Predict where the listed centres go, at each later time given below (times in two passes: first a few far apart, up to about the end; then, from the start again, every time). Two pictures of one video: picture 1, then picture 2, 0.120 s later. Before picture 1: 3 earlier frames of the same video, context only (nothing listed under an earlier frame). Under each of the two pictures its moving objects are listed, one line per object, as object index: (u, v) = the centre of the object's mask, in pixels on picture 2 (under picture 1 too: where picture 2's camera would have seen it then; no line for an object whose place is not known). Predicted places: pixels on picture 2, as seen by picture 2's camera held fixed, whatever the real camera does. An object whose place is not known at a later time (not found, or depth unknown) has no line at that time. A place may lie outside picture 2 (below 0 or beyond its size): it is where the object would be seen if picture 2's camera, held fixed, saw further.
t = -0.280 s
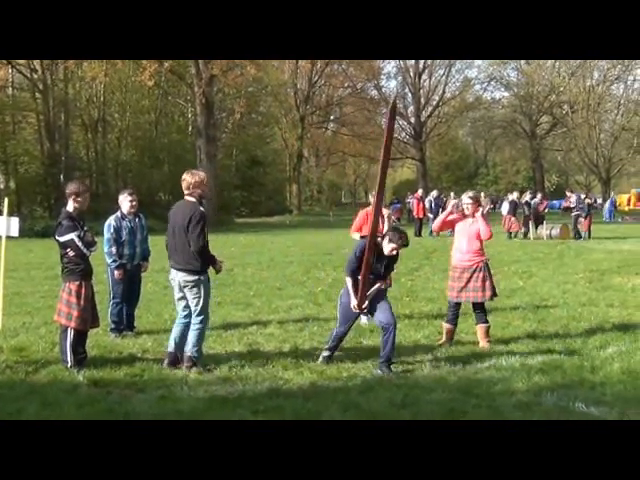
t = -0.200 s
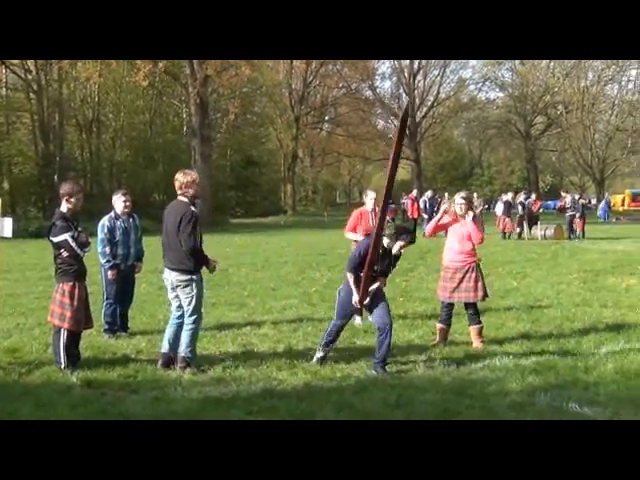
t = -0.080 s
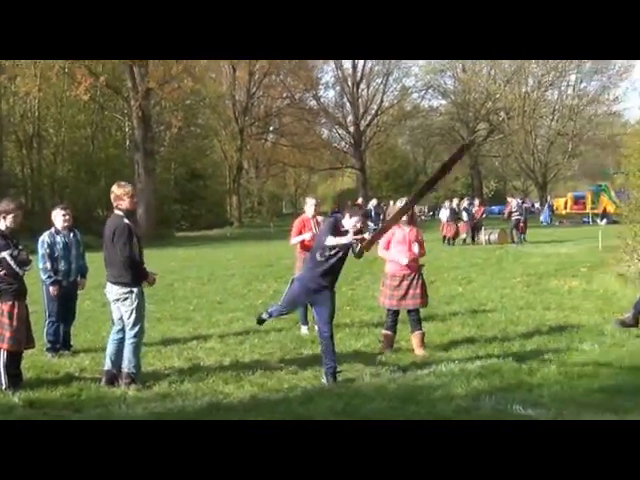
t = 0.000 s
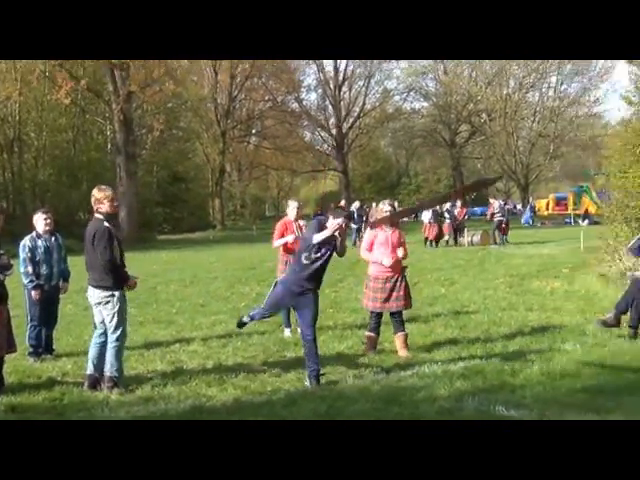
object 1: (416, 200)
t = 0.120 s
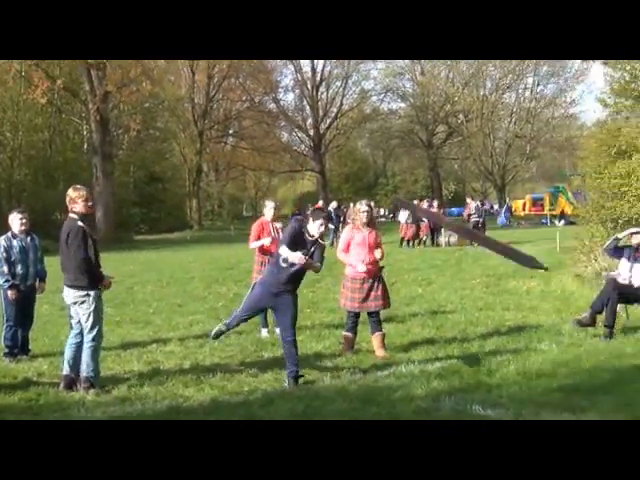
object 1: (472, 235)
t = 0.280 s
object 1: (551, 315)
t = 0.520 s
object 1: (629, 307)
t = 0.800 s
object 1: (623, 309)
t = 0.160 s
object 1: (491, 253)
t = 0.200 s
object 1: (517, 278)
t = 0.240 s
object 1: (537, 301)
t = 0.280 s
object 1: (551, 315)
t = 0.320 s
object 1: (561, 315)
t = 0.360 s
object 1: (579, 321)
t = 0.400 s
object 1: (595, 316)
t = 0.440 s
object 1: (609, 312)
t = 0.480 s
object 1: (620, 309)
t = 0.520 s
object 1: (629, 307)
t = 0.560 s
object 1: (637, 305)
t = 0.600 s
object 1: (642, 303)
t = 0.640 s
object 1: (641, 304)
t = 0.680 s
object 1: (637, 304)
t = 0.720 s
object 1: (633, 306)
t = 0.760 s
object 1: (628, 306)
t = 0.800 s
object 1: (623, 309)
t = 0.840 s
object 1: (617, 312)
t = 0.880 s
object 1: (611, 315)
